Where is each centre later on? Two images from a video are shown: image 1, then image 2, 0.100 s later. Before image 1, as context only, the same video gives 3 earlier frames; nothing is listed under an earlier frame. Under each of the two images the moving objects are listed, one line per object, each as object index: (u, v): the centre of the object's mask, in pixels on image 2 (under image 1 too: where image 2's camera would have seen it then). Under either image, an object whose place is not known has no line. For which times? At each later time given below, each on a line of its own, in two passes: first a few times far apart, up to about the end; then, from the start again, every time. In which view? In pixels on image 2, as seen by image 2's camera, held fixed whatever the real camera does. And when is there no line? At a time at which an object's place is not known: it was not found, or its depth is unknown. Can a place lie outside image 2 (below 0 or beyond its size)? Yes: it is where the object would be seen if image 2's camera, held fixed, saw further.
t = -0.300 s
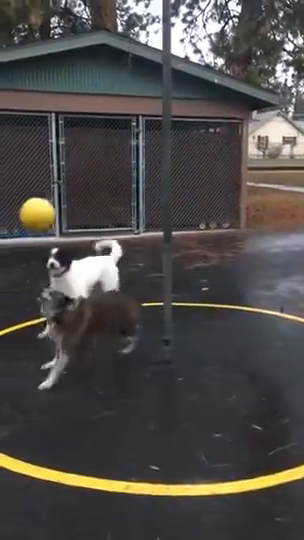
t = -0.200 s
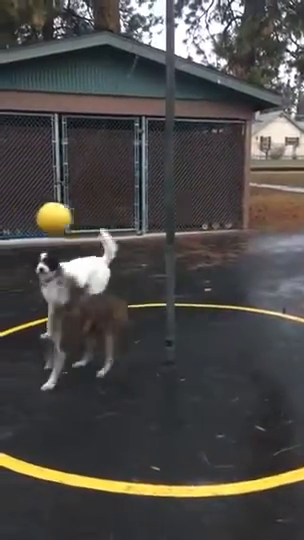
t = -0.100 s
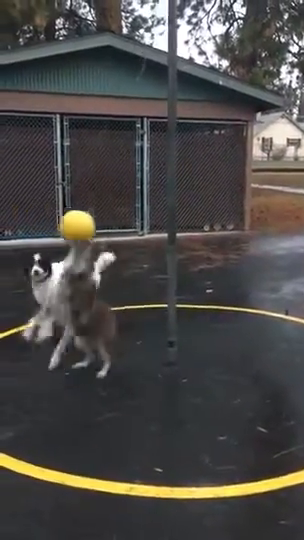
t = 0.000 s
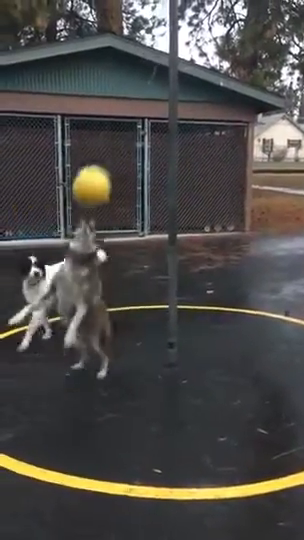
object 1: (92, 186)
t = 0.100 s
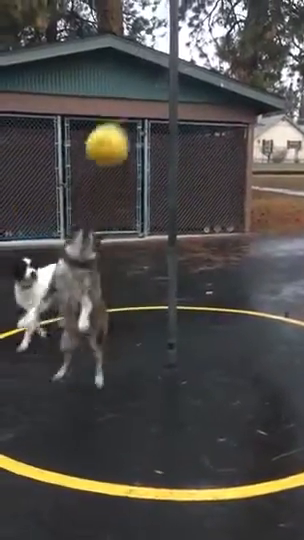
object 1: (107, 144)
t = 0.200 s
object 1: (131, 111)
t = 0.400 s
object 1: (194, 91)
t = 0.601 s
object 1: (245, 148)
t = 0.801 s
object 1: (250, 213)
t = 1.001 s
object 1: (228, 240)
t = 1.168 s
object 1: (199, 226)
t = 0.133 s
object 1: (114, 133)
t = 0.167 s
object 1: (122, 121)
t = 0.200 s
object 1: (131, 111)
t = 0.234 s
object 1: (141, 103)
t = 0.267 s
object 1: (151, 97)
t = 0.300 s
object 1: (163, 91)
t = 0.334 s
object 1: (173, 89)
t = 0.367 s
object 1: (184, 89)
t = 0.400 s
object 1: (194, 91)
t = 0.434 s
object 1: (205, 97)
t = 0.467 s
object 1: (216, 103)
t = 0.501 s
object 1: (225, 115)
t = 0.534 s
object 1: (233, 125)
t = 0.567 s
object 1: (239, 135)
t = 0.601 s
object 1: (245, 148)
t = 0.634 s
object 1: (249, 161)
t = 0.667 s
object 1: (251, 172)
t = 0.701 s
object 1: (252, 182)
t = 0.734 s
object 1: (252, 193)
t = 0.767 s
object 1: (252, 202)
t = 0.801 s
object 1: (250, 213)
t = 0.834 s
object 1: (248, 219)
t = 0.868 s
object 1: (245, 227)
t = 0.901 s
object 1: (242, 232)
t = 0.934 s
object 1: (238, 235)
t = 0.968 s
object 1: (233, 238)
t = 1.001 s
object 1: (228, 240)
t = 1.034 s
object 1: (223, 240)
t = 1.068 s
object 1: (217, 239)
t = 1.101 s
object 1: (212, 236)
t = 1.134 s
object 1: (206, 232)
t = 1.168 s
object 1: (199, 226)
